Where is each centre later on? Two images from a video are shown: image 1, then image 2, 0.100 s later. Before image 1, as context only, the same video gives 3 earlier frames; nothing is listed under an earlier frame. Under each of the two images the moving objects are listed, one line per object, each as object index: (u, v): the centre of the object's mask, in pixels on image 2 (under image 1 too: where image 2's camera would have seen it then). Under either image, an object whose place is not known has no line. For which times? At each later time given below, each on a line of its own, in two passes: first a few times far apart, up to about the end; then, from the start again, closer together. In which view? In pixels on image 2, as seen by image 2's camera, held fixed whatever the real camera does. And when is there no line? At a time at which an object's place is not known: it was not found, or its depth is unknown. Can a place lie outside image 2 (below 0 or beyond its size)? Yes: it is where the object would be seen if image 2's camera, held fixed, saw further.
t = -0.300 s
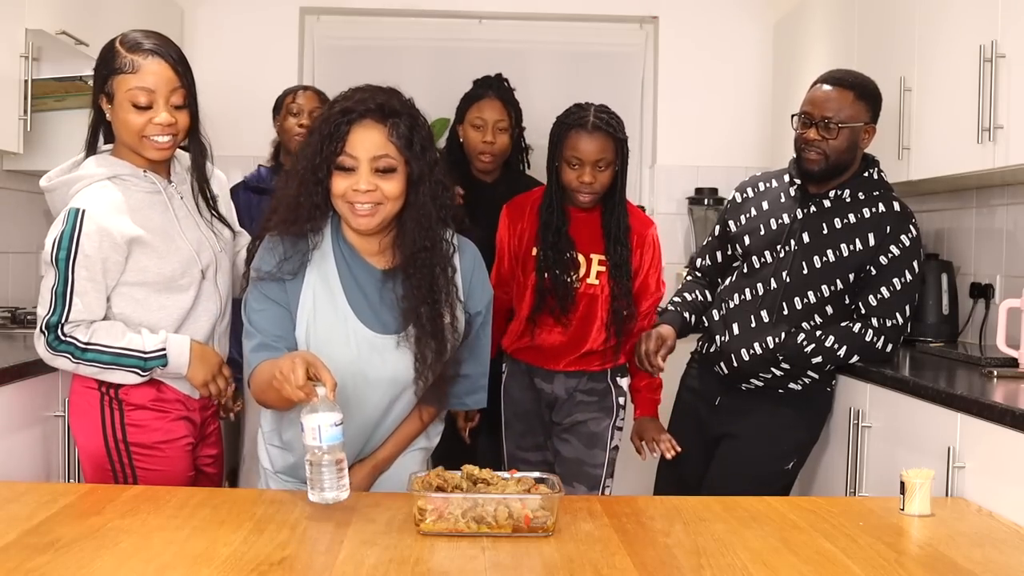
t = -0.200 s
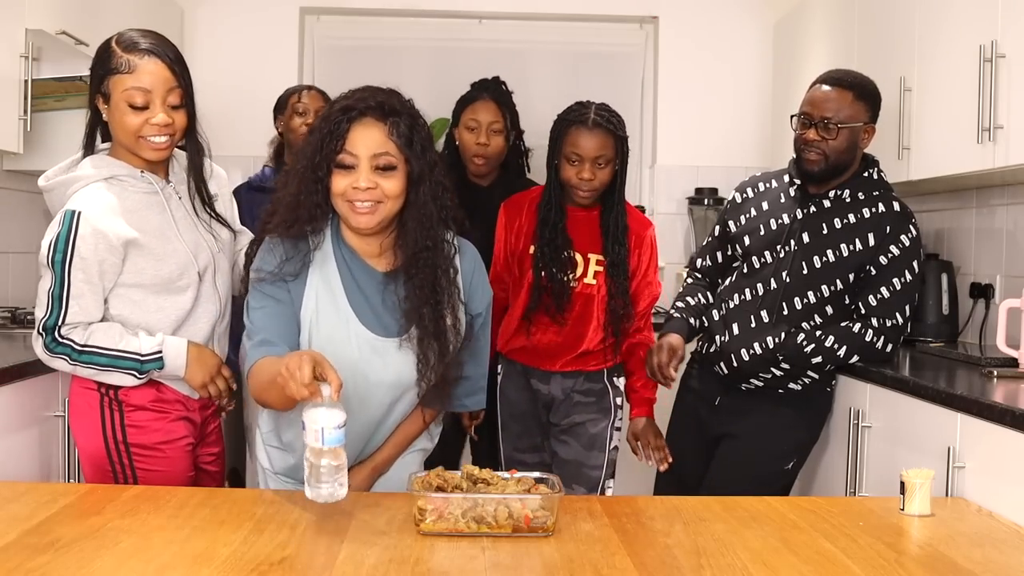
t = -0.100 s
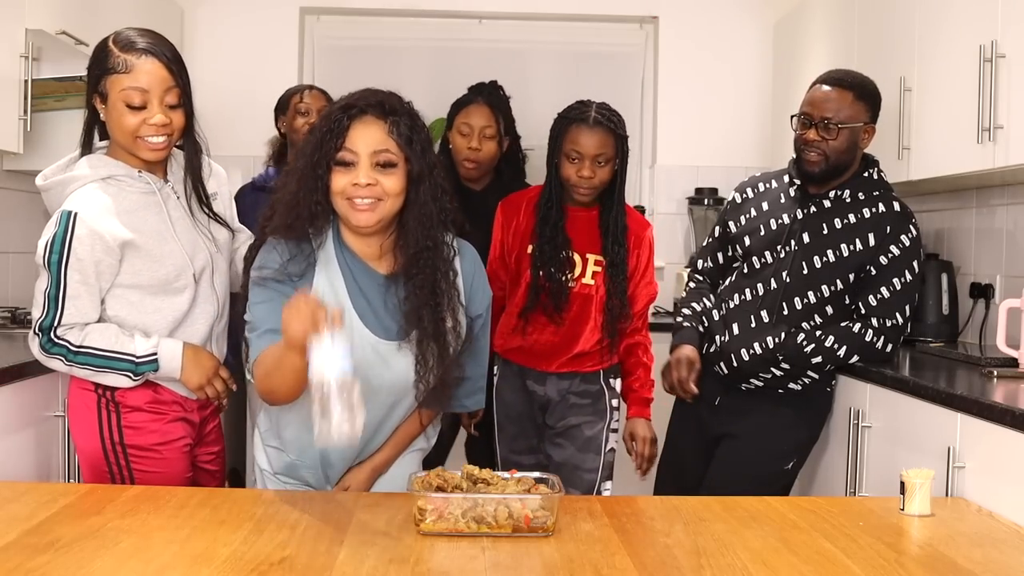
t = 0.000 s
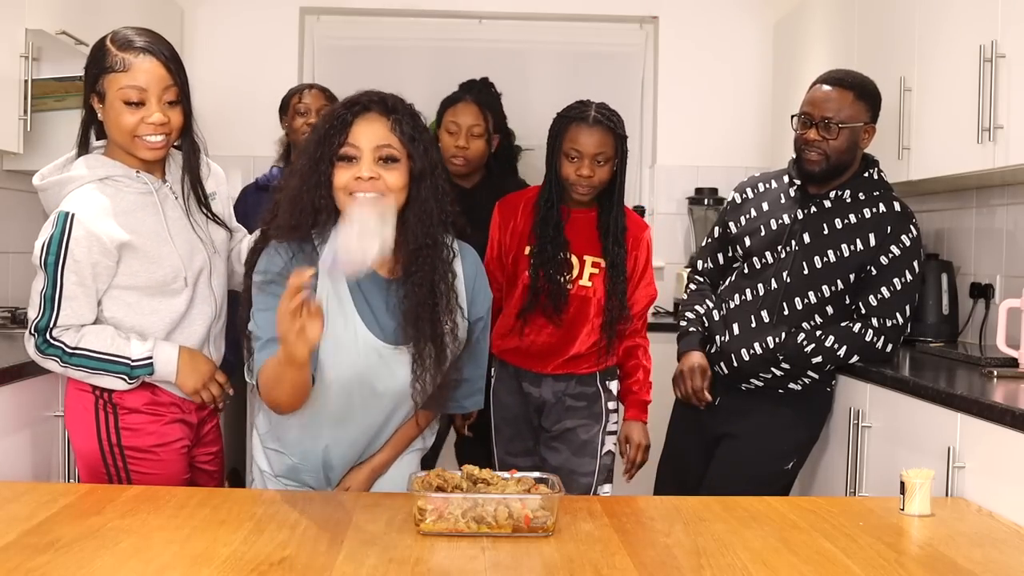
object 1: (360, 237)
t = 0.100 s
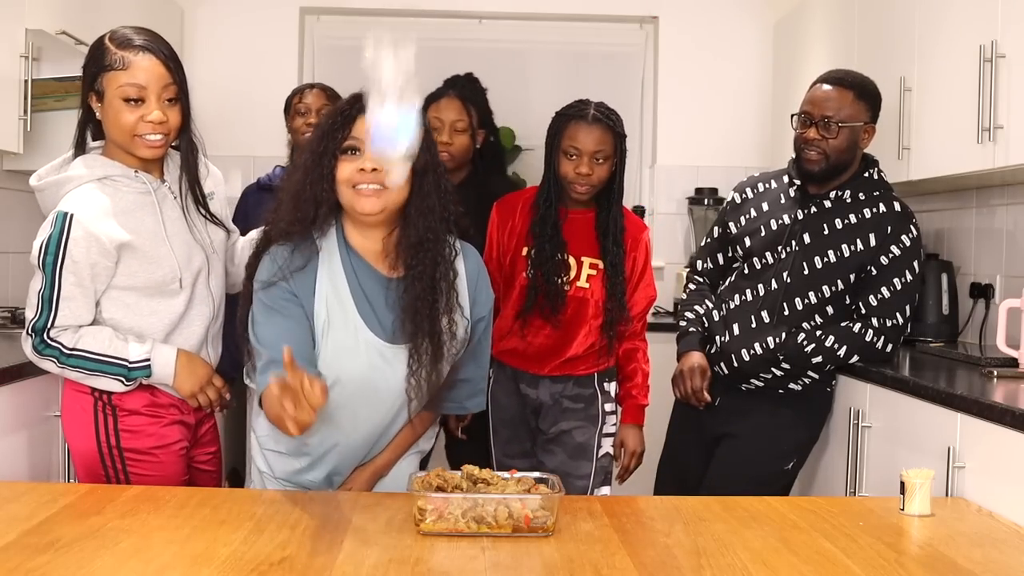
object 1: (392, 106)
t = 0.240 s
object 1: (439, 25)
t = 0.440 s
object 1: (503, 109)
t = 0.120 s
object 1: (398, 79)
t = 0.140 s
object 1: (404, 63)
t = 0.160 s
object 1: (410, 54)
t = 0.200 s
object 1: (425, 37)
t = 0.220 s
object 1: (432, 30)
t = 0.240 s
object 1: (439, 25)
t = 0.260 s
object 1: (447, 22)
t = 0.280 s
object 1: (455, 21)
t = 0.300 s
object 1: (462, 21)
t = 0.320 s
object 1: (470, 22)
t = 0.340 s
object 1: (477, 27)
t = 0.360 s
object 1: (482, 32)
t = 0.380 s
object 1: (485, 41)
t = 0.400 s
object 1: (488, 53)
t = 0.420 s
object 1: (495, 76)
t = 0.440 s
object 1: (503, 109)
